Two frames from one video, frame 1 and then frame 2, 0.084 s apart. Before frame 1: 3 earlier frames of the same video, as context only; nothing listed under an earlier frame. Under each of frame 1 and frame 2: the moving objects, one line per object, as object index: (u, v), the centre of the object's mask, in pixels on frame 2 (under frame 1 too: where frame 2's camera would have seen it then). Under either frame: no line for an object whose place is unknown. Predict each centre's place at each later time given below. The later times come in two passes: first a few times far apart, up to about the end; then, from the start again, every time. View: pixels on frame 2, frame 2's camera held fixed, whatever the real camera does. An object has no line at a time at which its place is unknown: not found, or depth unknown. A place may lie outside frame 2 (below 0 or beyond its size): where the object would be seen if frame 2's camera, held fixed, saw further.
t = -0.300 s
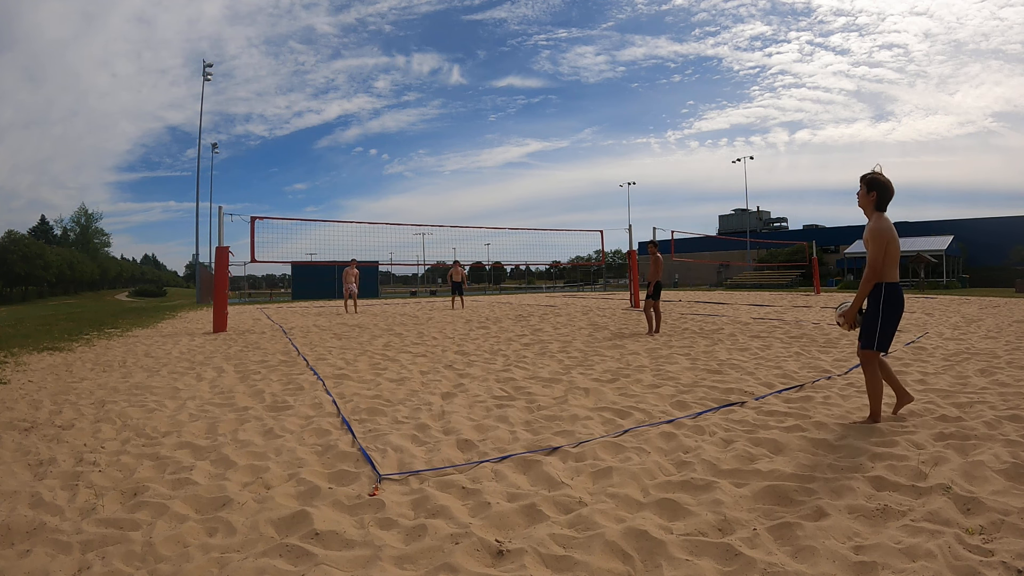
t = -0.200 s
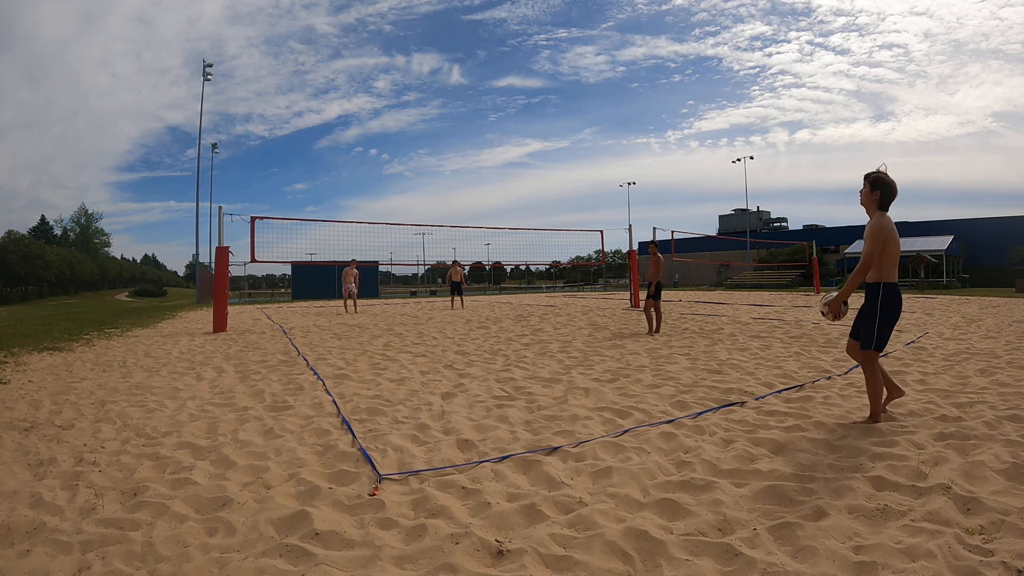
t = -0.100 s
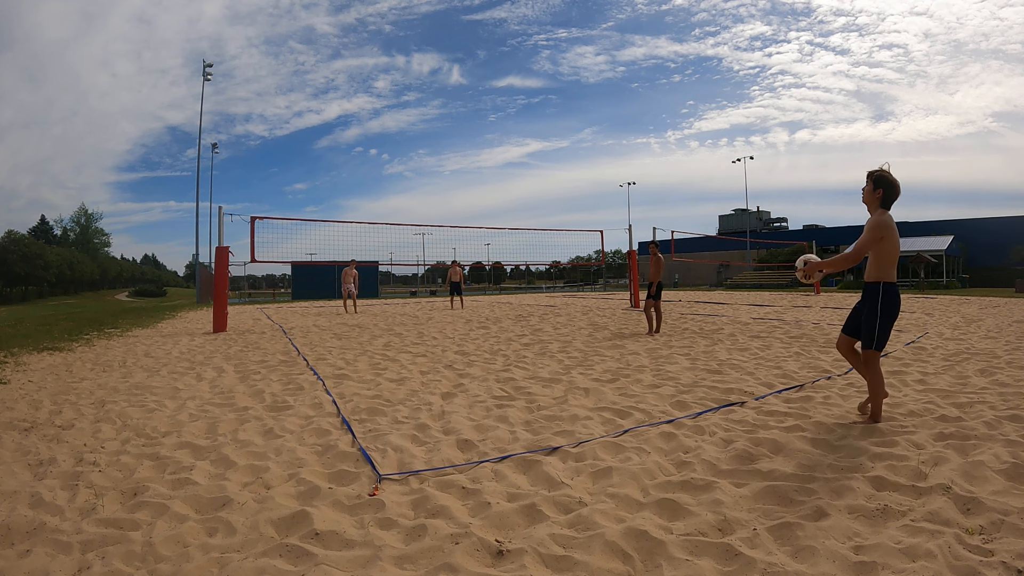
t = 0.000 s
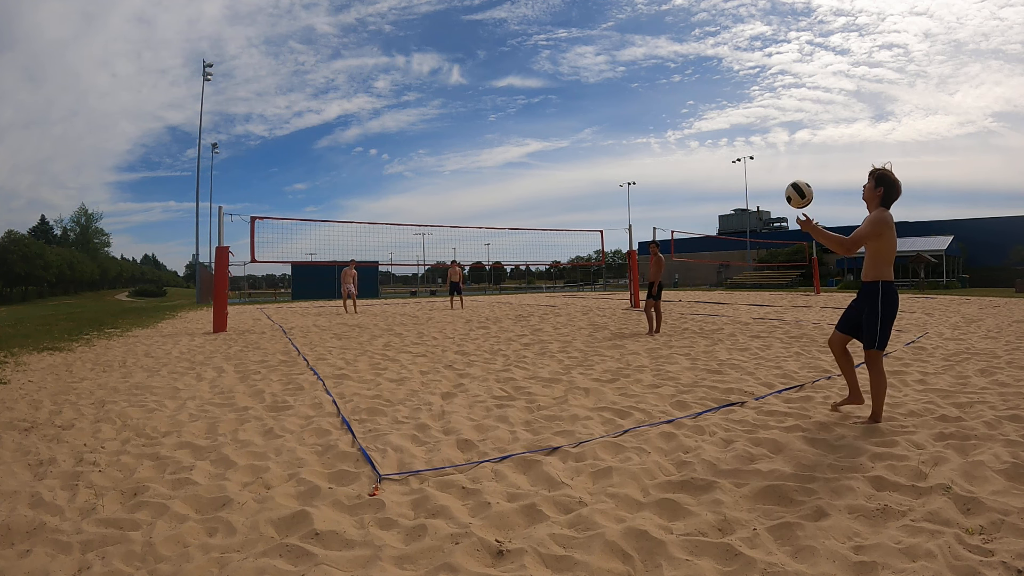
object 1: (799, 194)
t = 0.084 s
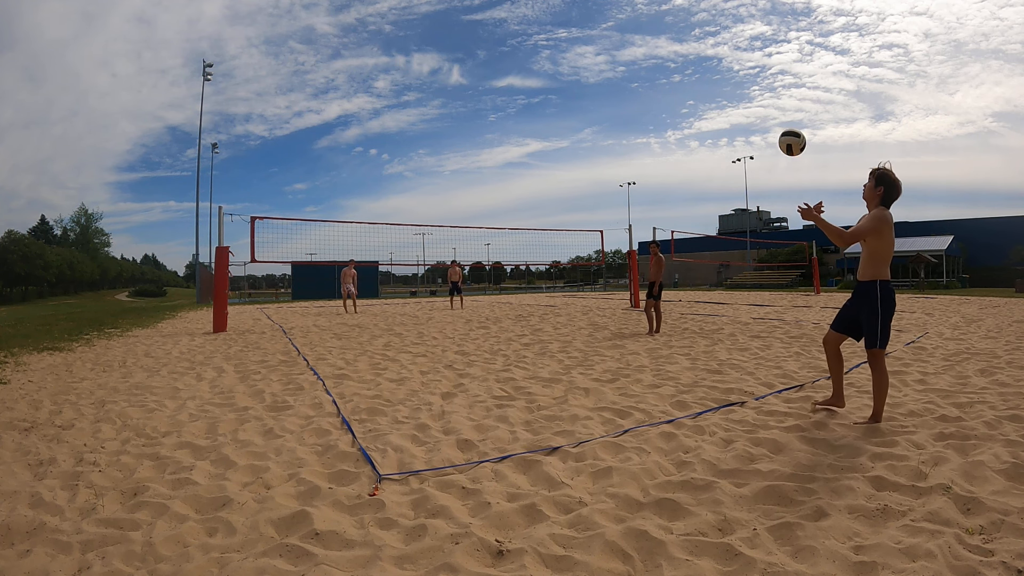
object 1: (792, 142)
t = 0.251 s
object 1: (780, 72)
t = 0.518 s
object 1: (773, 38)
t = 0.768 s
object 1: (779, 75)
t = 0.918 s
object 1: (788, 130)
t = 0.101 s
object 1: (791, 133)
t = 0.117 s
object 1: (789, 125)
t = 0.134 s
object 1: (788, 117)
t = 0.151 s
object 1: (787, 109)
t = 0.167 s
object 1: (786, 102)
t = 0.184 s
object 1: (784, 95)
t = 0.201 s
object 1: (783, 89)
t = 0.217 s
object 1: (782, 83)
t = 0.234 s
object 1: (781, 77)
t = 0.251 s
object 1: (780, 72)
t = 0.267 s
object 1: (779, 68)
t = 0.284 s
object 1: (778, 64)
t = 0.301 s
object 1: (778, 60)
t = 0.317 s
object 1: (777, 56)
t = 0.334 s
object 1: (776, 53)
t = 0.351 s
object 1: (776, 50)
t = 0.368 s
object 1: (775, 47)
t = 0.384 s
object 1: (774, 45)
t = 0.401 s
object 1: (774, 43)
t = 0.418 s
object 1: (774, 41)
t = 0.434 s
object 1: (773, 40)
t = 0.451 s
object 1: (773, 39)
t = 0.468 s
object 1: (773, 38)
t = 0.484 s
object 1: (773, 38)
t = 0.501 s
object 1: (773, 38)
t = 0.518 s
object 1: (773, 38)
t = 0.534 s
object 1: (773, 38)
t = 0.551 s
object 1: (773, 39)
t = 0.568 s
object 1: (773, 40)
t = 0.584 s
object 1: (774, 42)
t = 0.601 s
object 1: (774, 43)
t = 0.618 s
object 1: (774, 45)
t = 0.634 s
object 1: (775, 47)
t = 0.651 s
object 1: (775, 49)
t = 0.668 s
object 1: (775, 52)
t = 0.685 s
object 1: (776, 55)
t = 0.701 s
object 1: (776, 59)
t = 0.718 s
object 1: (777, 62)
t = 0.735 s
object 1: (778, 66)
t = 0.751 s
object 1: (778, 70)
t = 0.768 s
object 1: (779, 75)
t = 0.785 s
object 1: (780, 80)
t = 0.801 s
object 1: (781, 85)
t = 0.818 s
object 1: (782, 91)
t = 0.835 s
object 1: (782, 96)
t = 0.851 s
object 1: (783, 102)
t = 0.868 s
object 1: (784, 109)
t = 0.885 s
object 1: (785, 116)
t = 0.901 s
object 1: (787, 123)
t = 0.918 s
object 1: (788, 130)
